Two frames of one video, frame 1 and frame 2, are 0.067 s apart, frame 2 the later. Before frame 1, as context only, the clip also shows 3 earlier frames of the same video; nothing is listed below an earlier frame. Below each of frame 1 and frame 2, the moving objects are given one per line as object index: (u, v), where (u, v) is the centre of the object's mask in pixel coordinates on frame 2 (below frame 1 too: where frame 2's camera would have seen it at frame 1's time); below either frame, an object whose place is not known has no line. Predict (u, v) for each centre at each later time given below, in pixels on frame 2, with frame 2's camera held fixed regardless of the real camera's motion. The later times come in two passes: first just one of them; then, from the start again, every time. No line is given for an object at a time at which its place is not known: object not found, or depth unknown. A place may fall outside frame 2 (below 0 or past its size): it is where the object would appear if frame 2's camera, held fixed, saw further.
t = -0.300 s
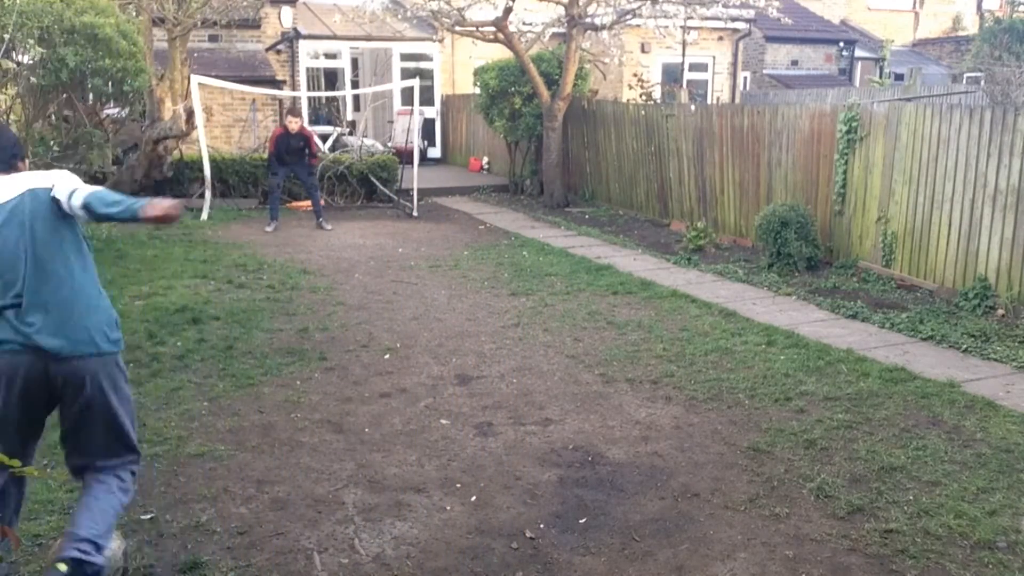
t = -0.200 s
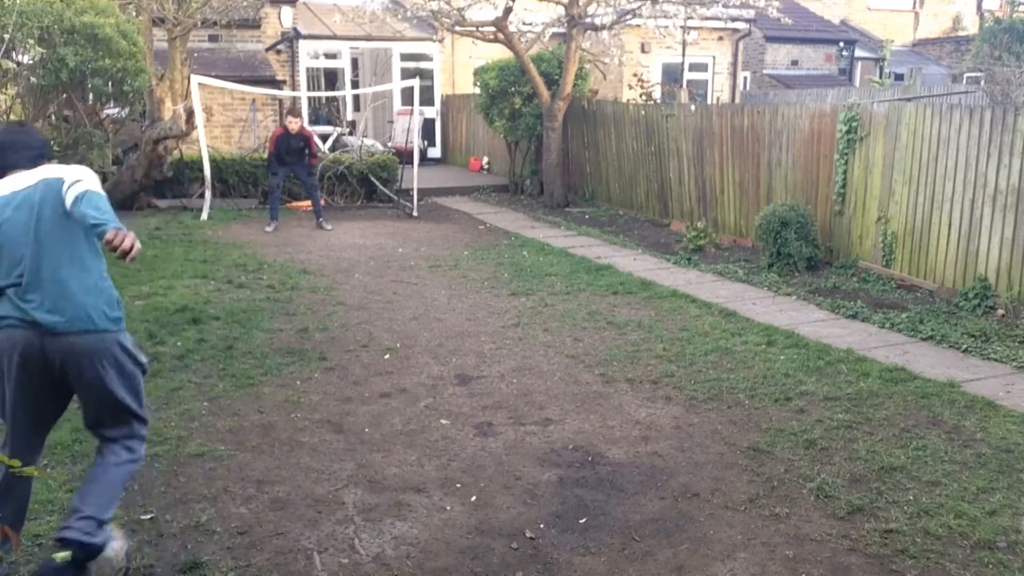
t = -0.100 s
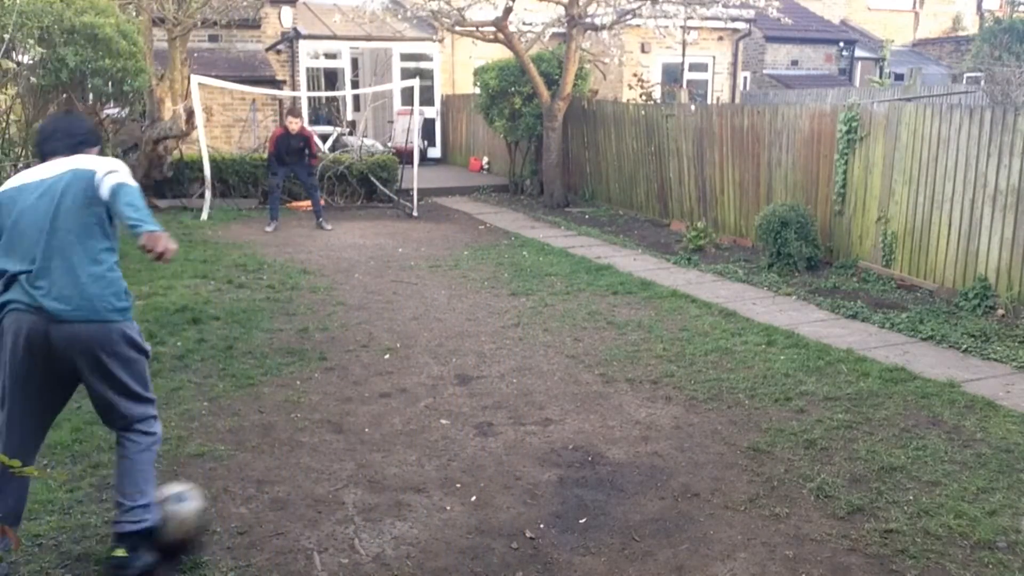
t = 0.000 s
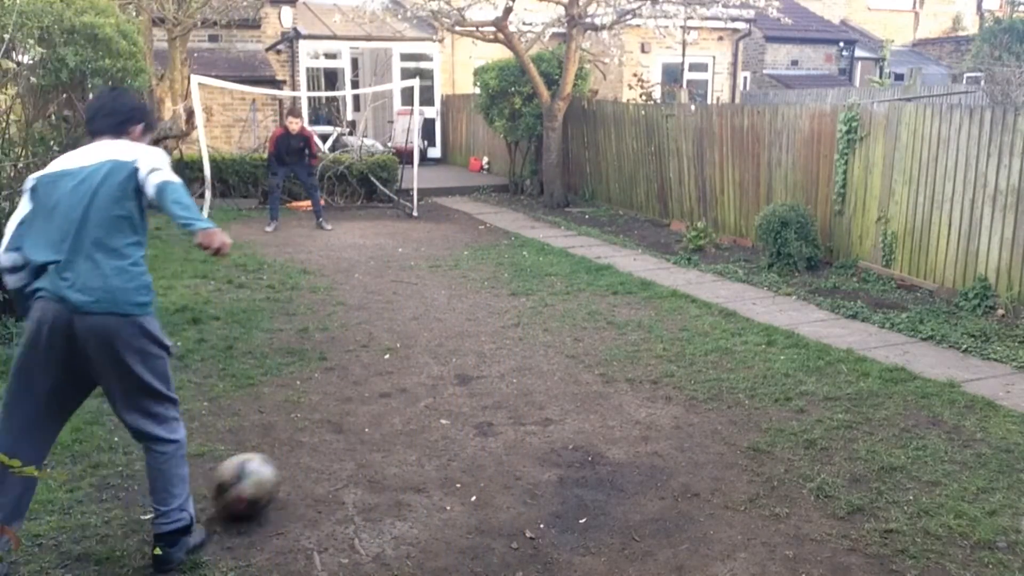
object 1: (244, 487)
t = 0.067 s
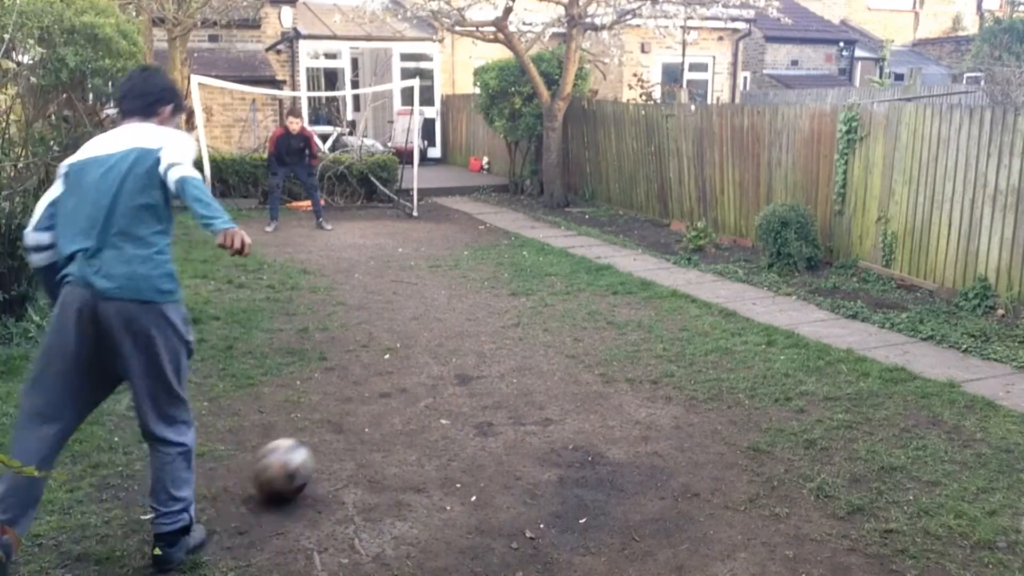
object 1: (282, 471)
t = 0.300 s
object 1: (377, 434)
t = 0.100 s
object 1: (298, 464)
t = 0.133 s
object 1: (312, 459)
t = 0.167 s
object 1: (325, 454)
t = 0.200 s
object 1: (340, 451)
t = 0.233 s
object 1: (352, 444)
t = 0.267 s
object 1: (365, 439)
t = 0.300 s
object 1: (377, 434)
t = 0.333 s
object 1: (387, 427)
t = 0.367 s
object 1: (398, 424)
